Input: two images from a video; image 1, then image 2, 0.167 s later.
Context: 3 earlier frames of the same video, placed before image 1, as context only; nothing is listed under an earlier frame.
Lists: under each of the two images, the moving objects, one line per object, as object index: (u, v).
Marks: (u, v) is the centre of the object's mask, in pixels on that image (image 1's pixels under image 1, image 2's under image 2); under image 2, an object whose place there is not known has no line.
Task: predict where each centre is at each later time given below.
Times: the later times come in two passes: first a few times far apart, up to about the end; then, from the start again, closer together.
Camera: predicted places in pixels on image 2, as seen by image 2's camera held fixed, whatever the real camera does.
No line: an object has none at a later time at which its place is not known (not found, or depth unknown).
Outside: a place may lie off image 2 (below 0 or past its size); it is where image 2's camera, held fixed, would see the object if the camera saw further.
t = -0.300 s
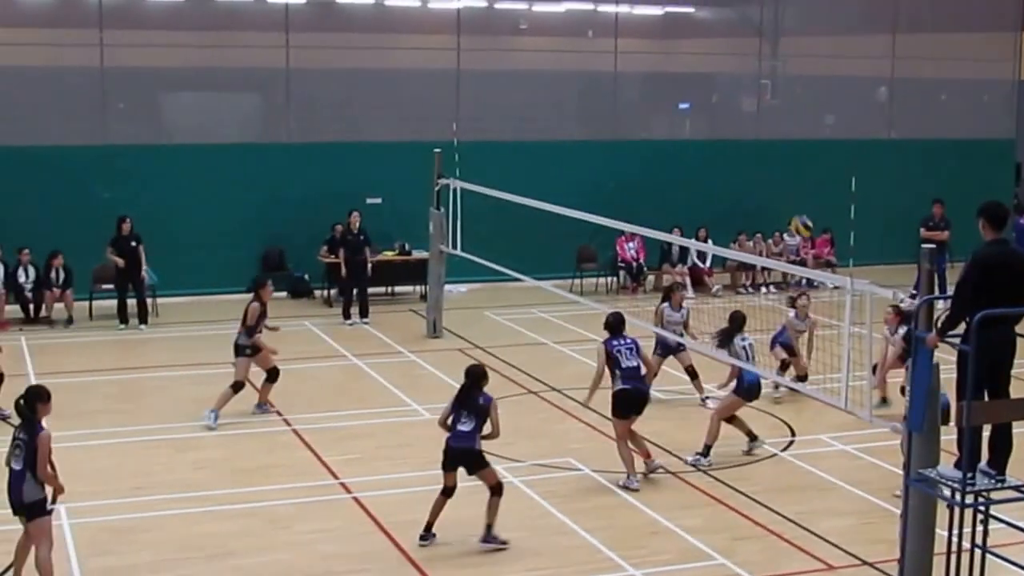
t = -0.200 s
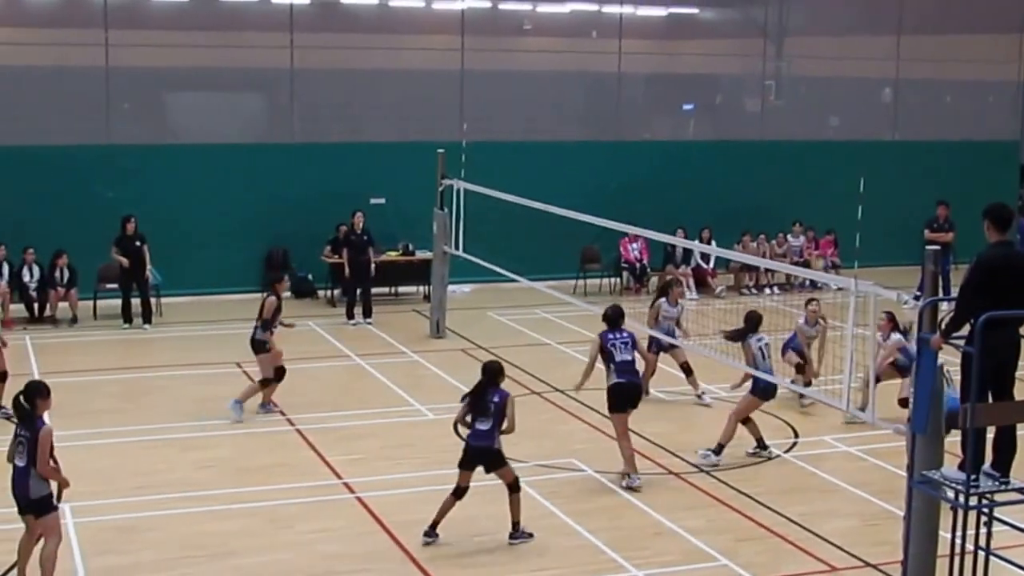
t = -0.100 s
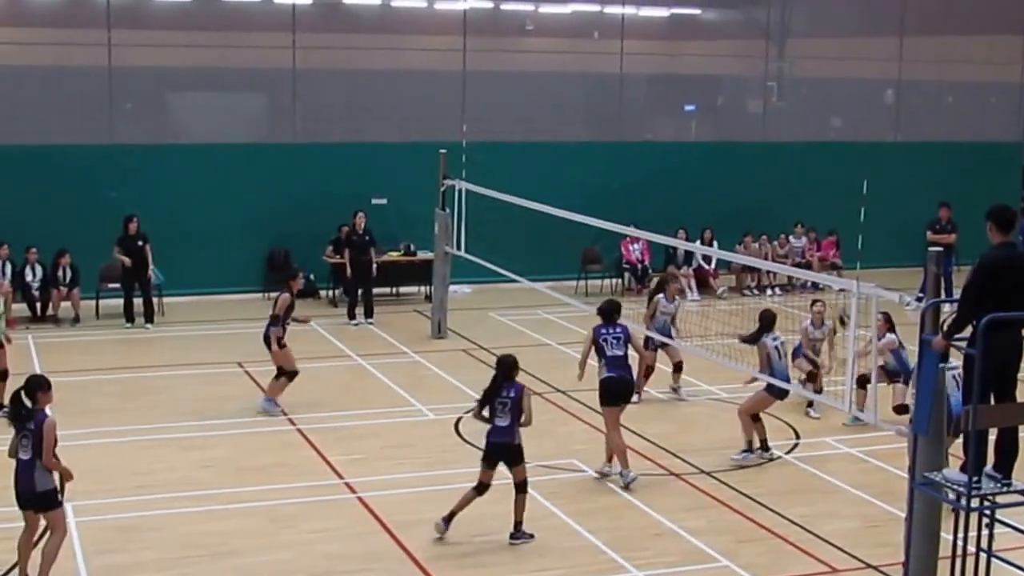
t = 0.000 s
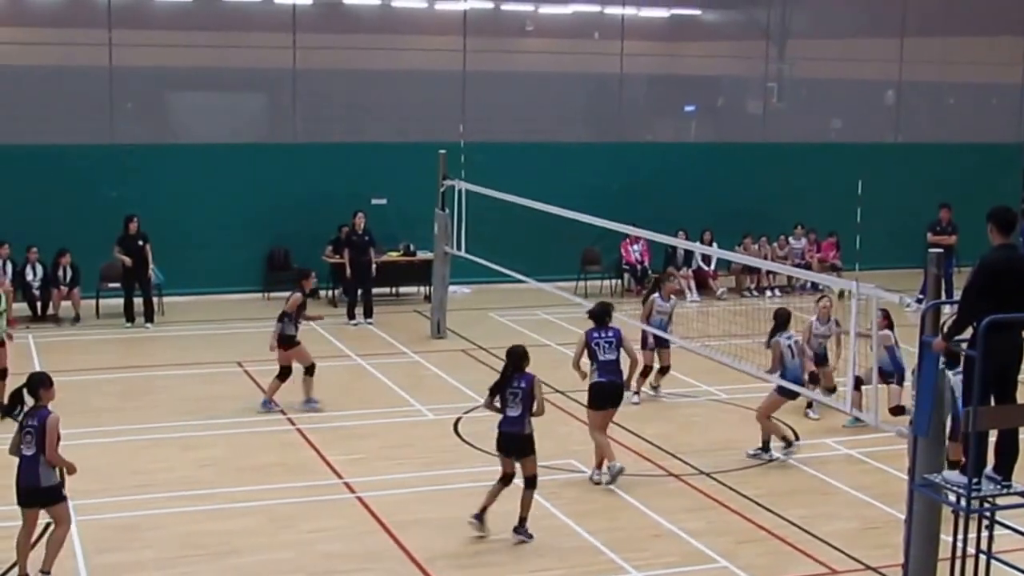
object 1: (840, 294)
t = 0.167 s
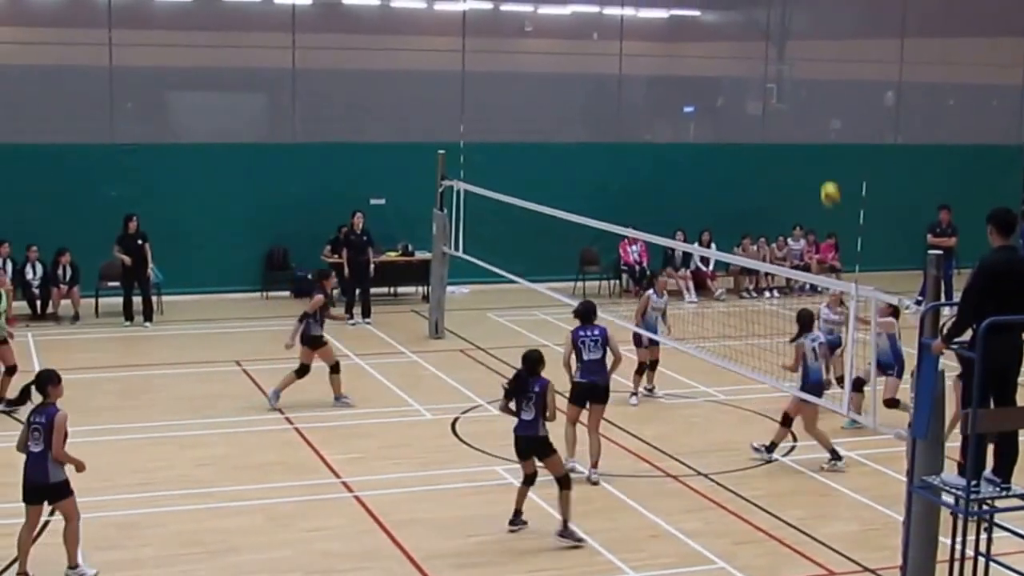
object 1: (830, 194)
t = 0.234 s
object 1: (826, 161)
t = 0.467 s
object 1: (808, 82)
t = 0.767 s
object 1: (783, 54)
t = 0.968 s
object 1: (763, 84)
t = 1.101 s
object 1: (750, 122)
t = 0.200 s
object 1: (828, 177)
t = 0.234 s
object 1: (826, 161)
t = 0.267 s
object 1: (823, 146)
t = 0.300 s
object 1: (821, 133)
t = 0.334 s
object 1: (818, 120)
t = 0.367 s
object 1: (816, 109)
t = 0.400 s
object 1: (813, 100)
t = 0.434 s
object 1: (810, 90)
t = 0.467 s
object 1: (808, 82)
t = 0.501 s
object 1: (805, 75)
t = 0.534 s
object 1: (802, 68)
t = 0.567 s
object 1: (800, 63)
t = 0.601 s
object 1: (797, 60)
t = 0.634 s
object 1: (795, 57)
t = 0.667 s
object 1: (791, 55)
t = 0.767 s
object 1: (783, 54)
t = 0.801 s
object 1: (780, 57)
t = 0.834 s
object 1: (777, 61)
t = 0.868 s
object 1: (774, 65)
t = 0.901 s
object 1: (770, 70)
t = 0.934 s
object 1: (767, 76)
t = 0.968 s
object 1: (763, 84)
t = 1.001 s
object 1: (761, 92)
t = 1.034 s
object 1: (757, 101)
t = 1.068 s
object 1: (754, 111)
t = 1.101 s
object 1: (750, 122)
